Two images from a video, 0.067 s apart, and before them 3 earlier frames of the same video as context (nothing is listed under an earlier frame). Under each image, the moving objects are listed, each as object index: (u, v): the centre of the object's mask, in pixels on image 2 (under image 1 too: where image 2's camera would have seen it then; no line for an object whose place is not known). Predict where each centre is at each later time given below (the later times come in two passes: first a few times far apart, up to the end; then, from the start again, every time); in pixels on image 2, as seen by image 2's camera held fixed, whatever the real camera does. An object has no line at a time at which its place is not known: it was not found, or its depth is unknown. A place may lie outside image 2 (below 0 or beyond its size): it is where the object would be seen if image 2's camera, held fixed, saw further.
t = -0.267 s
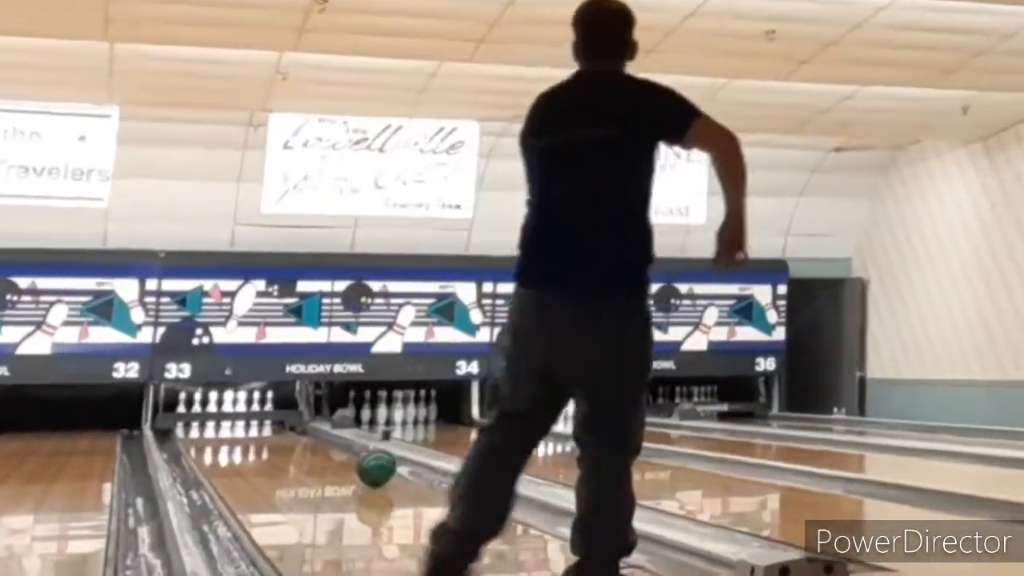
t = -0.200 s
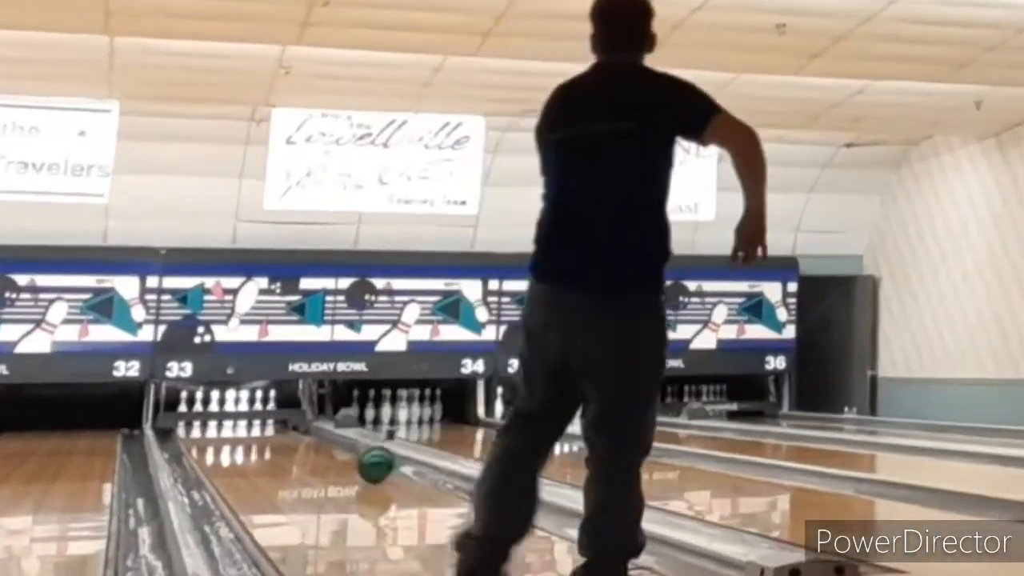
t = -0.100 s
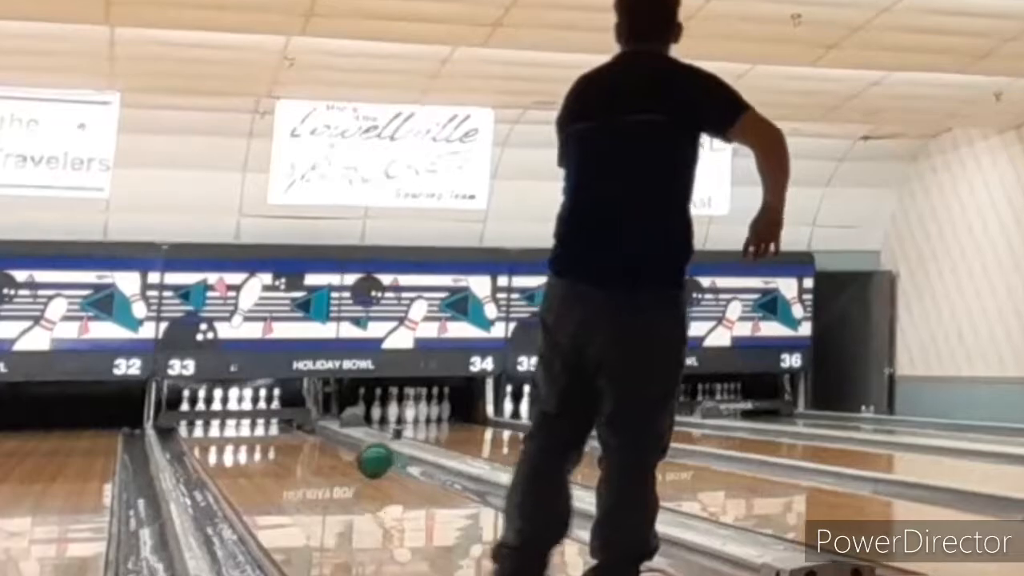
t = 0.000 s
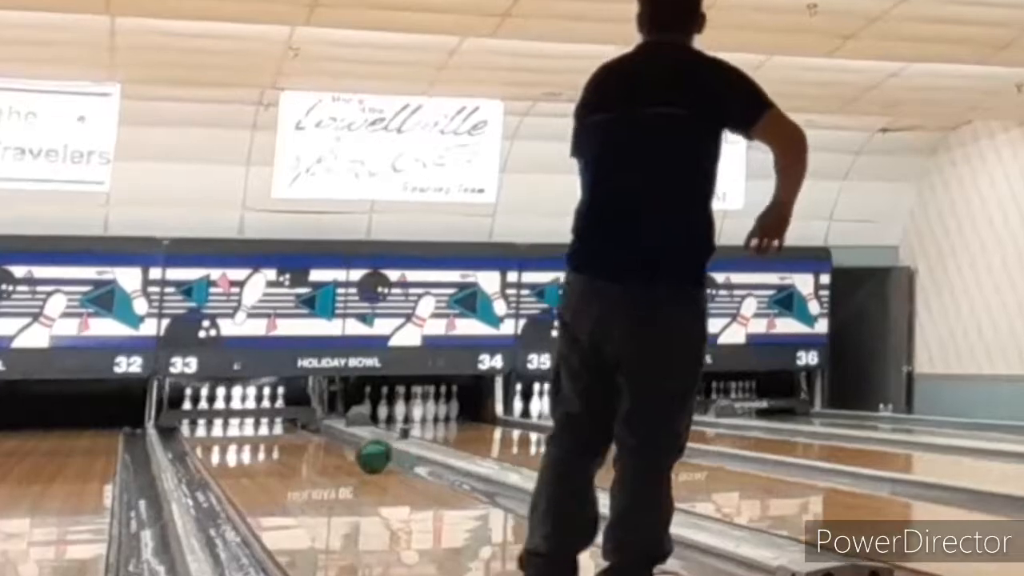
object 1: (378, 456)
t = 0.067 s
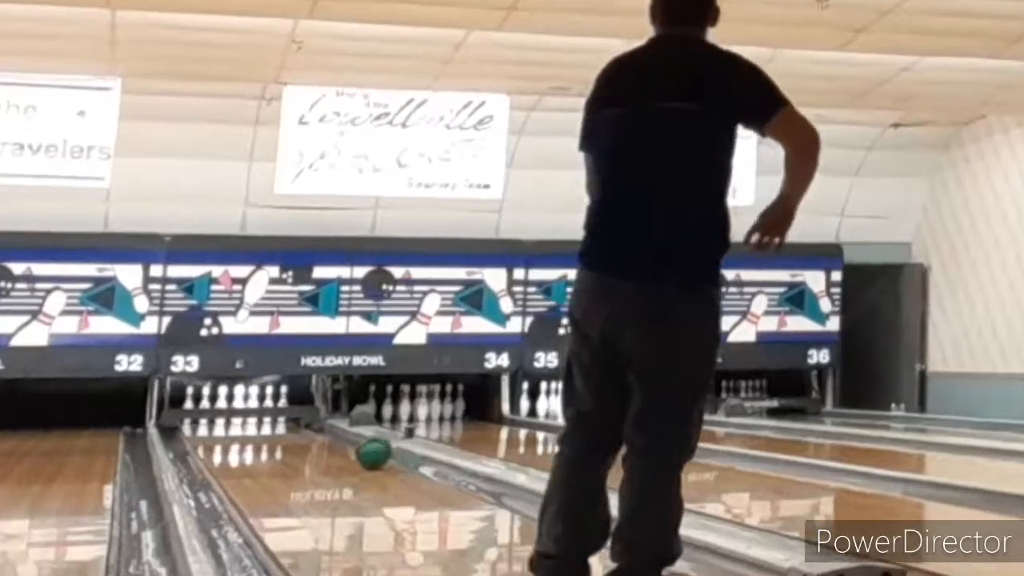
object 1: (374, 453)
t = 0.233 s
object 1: (363, 446)
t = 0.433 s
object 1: (348, 440)
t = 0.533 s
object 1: (340, 438)
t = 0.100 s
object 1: (372, 451)
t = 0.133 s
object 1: (369, 449)
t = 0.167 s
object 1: (367, 449)
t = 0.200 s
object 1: (365, 447)
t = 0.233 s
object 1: (363, 446)
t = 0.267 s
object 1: (361, 445)
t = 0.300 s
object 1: (358, 443)
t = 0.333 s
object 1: (356, 443)
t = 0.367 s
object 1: (352, 441)
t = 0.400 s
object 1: (351, 441)
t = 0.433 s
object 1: (348, 440)
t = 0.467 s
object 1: (345, 439)
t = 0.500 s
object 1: (343, 439)
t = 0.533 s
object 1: (340, 438)
